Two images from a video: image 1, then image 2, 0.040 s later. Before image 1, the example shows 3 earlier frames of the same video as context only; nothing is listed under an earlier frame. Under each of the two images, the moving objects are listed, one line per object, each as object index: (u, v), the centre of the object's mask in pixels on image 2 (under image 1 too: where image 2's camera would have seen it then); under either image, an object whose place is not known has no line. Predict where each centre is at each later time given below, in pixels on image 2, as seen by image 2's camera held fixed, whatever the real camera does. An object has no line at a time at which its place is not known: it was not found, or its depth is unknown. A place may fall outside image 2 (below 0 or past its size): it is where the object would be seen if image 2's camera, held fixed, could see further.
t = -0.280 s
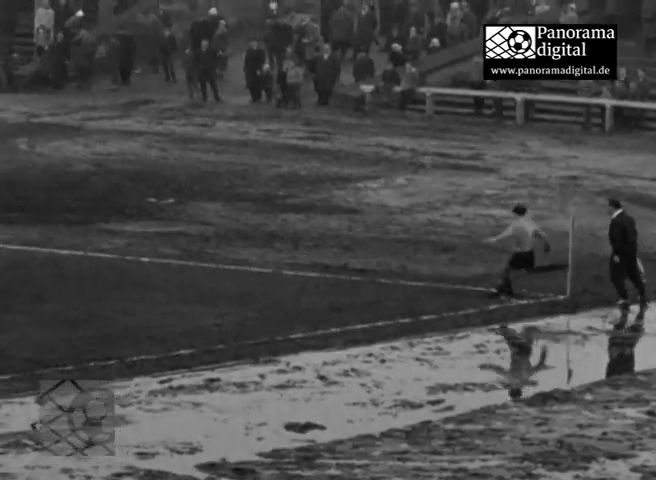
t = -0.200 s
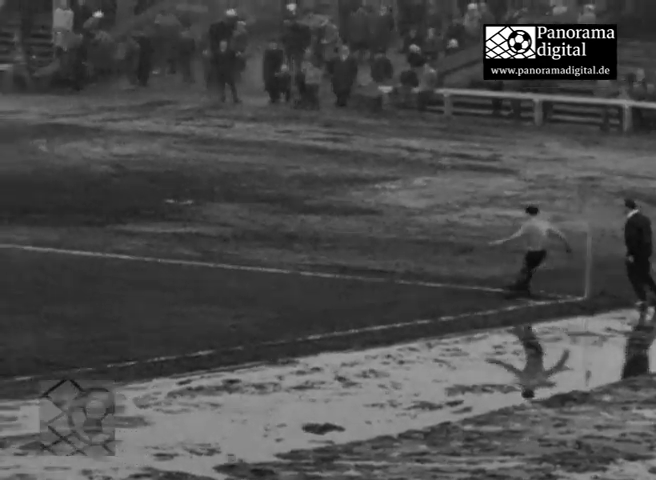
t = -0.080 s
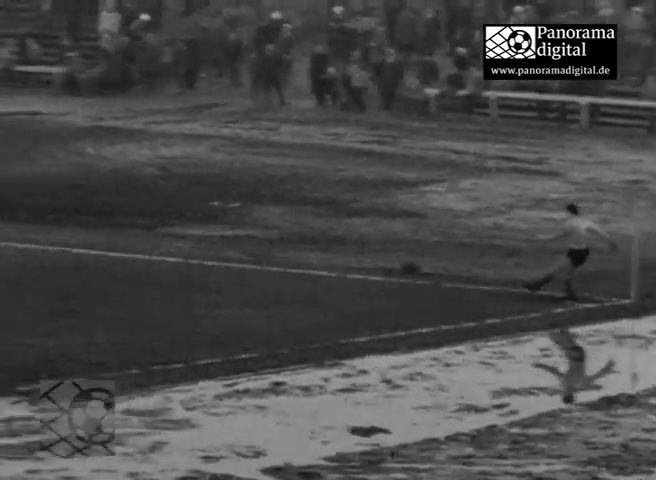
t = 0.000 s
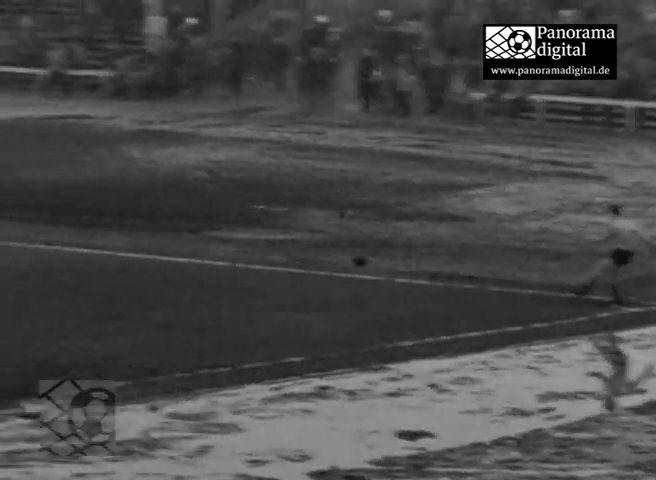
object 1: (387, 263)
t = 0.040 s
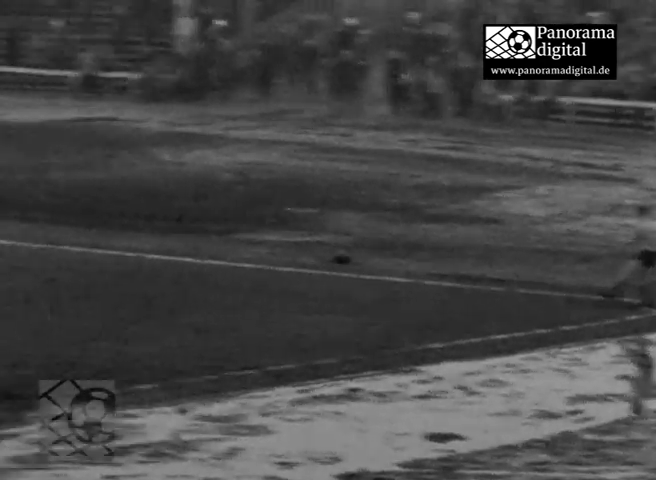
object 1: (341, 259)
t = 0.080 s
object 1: (298, 256)
